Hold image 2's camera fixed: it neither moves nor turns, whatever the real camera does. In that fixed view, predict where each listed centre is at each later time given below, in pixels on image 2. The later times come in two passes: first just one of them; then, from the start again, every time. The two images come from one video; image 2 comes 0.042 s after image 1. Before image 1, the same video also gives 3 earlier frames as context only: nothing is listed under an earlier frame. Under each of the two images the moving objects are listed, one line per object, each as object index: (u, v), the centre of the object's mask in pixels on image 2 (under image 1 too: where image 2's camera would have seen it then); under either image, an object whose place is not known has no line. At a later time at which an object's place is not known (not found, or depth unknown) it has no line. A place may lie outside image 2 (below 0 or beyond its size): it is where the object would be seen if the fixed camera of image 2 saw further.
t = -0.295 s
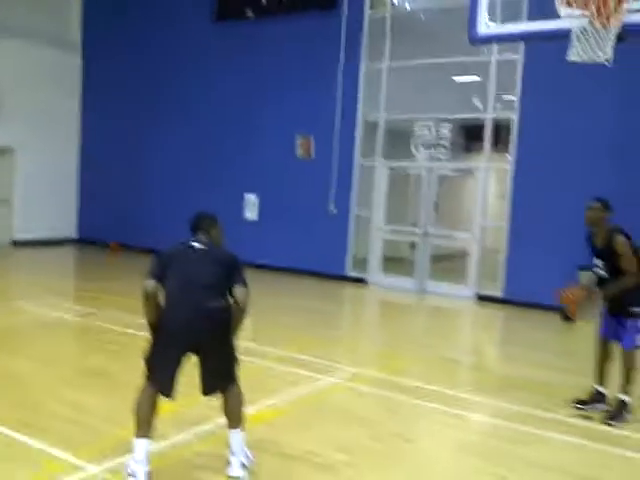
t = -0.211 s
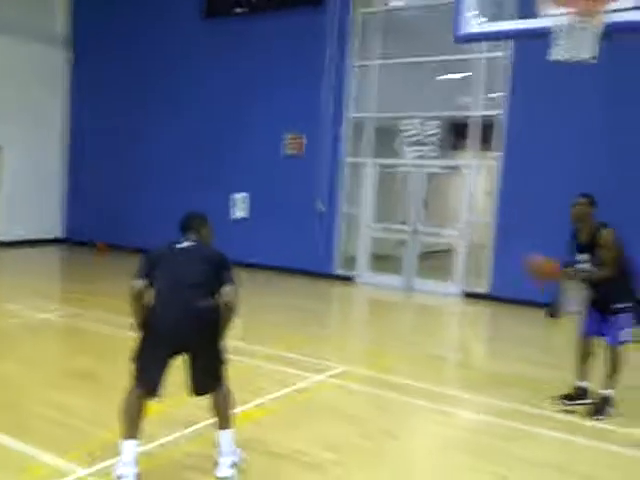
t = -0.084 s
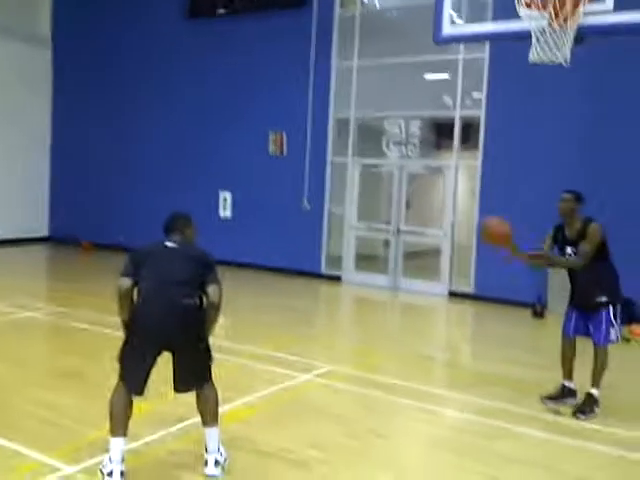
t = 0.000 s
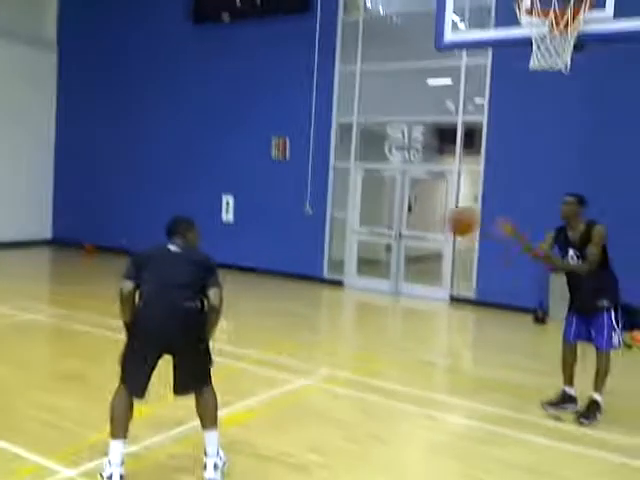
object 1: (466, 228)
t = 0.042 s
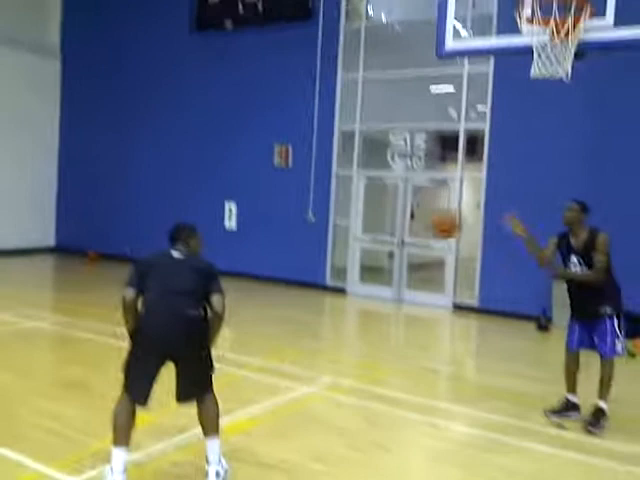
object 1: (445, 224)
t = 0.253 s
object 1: (341, 233)
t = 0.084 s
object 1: (426, 223)
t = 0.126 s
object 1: (407, 222)
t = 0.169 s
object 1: (384, 223)
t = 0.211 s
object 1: (365, 228)
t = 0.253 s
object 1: (341, 233)
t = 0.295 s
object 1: (318, 243)
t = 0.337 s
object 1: (295, 254)
